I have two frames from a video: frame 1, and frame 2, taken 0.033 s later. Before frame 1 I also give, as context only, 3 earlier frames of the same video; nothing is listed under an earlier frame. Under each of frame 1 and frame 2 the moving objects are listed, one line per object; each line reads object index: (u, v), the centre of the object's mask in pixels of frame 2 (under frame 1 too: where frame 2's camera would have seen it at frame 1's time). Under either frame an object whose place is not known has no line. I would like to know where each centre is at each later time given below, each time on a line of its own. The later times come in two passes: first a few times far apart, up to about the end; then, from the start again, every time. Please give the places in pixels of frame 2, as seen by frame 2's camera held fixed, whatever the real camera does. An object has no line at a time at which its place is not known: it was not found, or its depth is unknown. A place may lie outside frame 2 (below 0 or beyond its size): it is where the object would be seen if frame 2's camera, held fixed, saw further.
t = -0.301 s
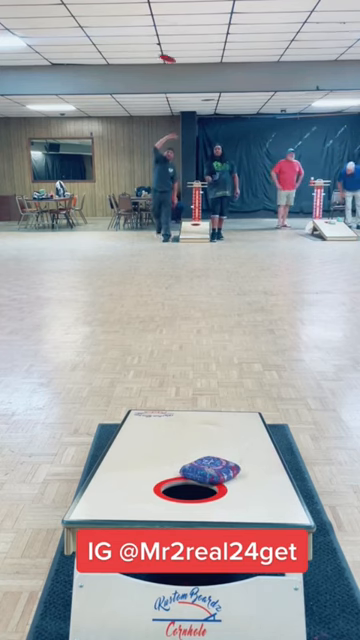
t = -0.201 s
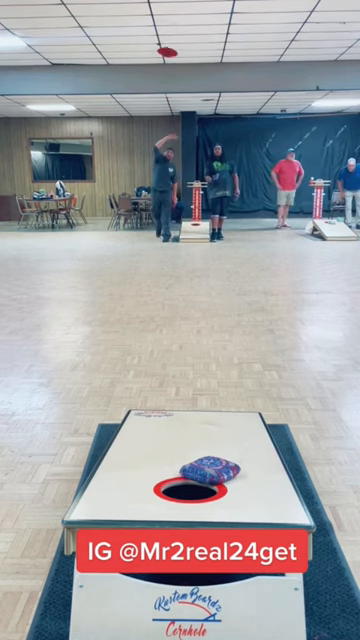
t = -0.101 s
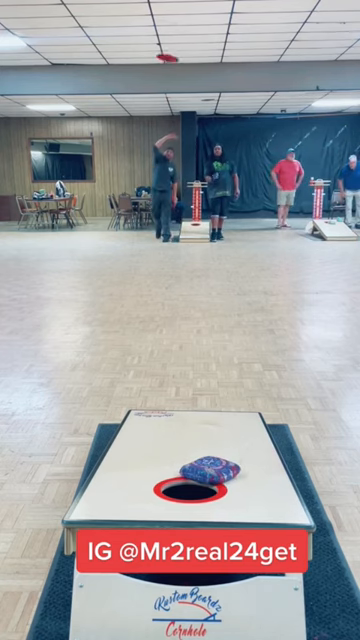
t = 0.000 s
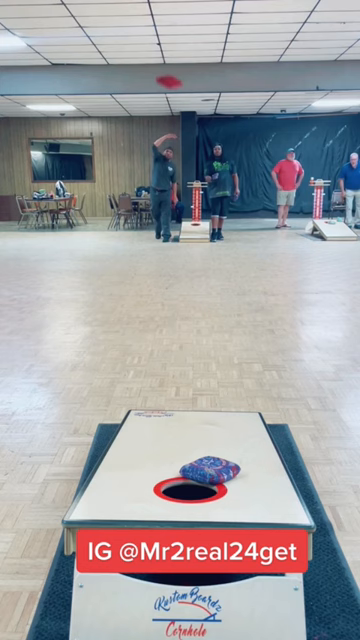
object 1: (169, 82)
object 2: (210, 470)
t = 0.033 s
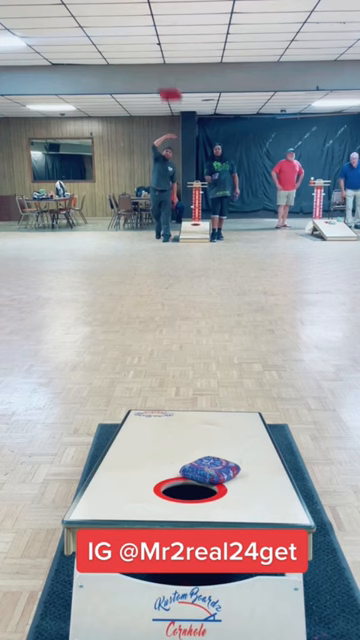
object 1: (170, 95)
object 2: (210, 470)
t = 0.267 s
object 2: (210, 470)
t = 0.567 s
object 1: (184, 461)
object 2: (212, 473)
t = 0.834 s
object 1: (181, 473)
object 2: (215, 479)
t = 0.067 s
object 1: (170, 113)
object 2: (210, 470)
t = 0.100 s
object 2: (210, 470)
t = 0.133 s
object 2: (210, 470)
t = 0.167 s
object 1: (171, 183)
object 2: (210, 470)
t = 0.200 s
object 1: (170, 216)
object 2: (210, 470)
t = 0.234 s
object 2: (210, 470)
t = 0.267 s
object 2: (210, 470)
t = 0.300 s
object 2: (210, 470)
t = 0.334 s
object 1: (178, 426)
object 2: (210, 470)
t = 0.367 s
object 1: (179, 429)
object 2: (210, 470)
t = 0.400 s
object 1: (181, 436)
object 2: (210, 470)
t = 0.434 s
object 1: (184, 444)
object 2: (210, 470)
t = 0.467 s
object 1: (184, 452)
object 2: (210, 470)
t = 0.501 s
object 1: (184, 456)
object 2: (209, 470)
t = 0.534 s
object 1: (185, 458)
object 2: (210, 471)
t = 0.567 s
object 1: (184, 461)
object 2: (212, 473)
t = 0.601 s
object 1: (184, 466)
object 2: (213, 476)
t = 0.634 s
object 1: (183, 469)
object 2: (214, 478)
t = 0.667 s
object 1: (182, 471)
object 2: (215, 479)
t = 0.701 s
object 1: (182, 472)
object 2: (215, 479)
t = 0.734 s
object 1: (181, 473)
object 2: (215, 479)
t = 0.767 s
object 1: (181, 473)
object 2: (215, 479)
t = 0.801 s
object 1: (181, 473)
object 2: (215, 479)
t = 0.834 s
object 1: (181, 473)
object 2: (215, 479)
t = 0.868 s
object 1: (181, 473)
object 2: (215, 479)
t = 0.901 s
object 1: (181, 473)
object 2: (215, 479)
